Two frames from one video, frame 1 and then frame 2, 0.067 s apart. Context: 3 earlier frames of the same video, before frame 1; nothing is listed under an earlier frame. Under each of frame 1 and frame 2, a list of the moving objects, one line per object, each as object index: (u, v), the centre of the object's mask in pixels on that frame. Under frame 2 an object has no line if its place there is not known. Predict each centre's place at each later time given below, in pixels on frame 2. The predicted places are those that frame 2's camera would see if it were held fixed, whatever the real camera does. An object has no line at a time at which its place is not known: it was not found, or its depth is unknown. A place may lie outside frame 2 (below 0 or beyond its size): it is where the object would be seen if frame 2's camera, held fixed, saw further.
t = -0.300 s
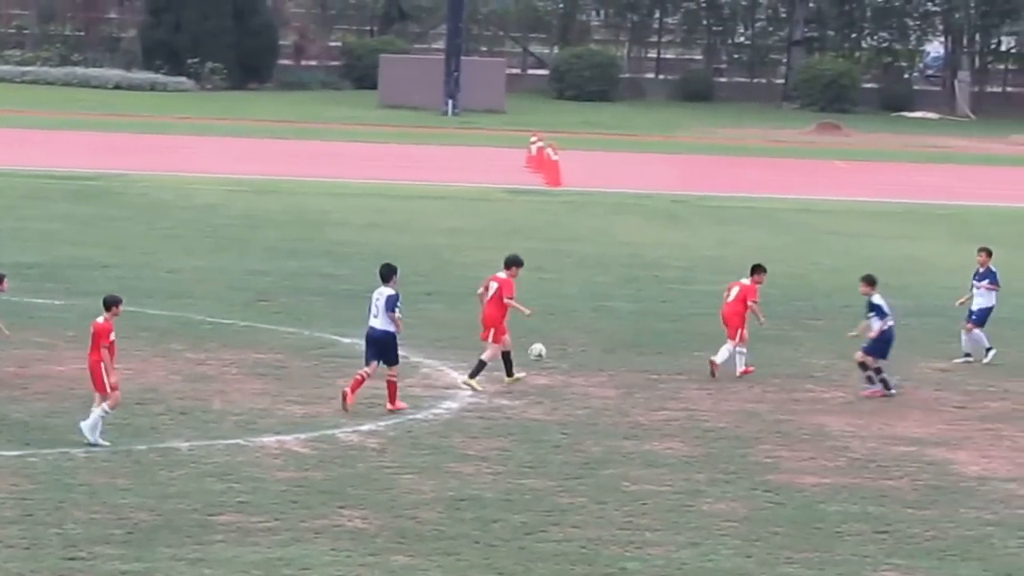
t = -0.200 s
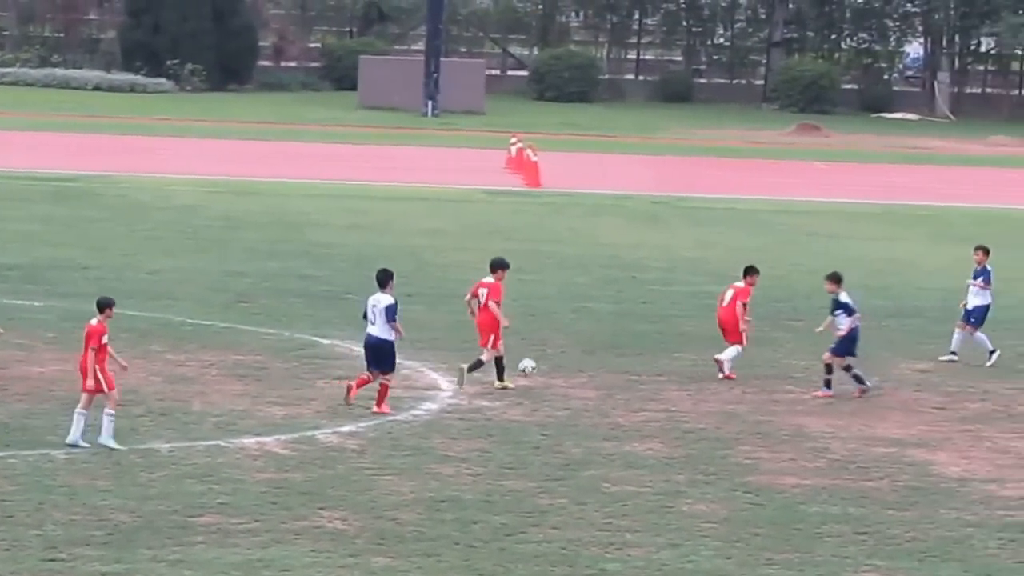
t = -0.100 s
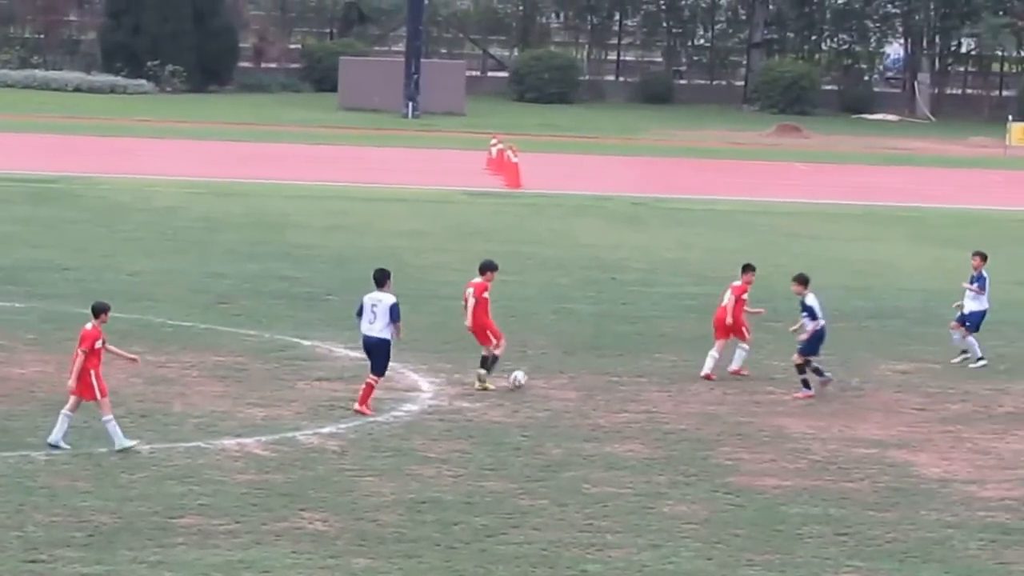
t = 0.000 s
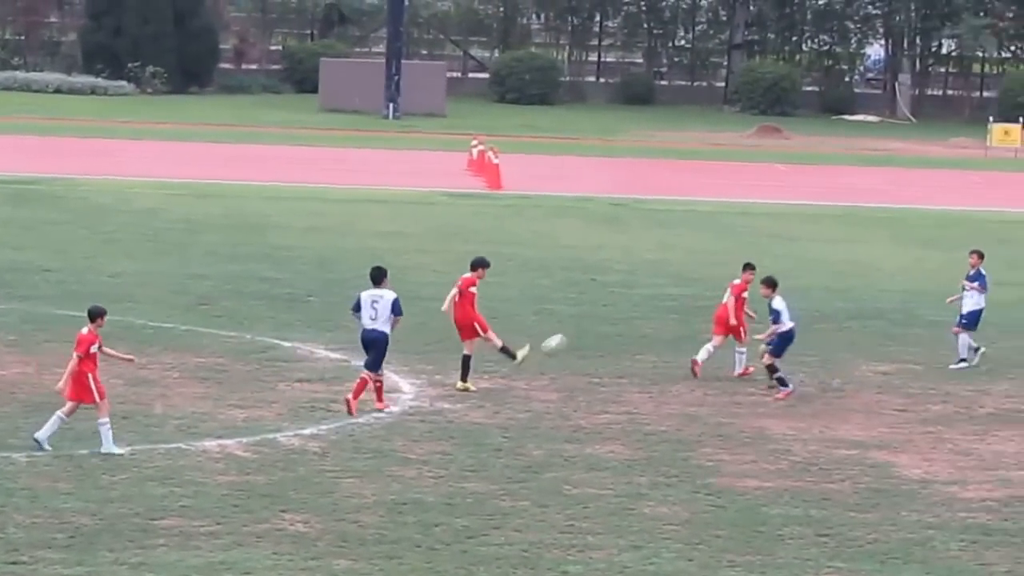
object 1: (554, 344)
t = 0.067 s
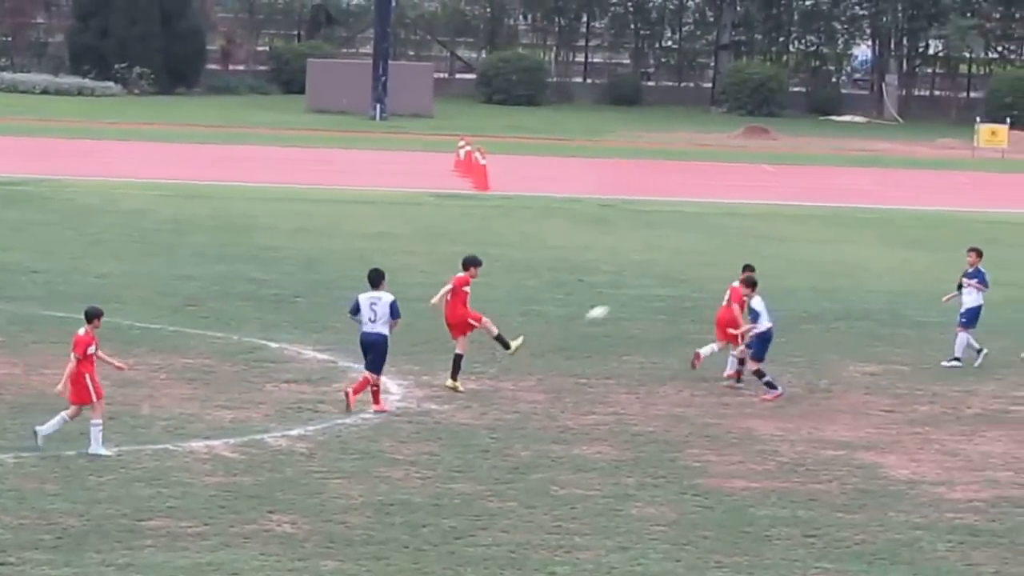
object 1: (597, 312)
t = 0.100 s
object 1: (624, 300)
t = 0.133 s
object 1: (649, 288)
